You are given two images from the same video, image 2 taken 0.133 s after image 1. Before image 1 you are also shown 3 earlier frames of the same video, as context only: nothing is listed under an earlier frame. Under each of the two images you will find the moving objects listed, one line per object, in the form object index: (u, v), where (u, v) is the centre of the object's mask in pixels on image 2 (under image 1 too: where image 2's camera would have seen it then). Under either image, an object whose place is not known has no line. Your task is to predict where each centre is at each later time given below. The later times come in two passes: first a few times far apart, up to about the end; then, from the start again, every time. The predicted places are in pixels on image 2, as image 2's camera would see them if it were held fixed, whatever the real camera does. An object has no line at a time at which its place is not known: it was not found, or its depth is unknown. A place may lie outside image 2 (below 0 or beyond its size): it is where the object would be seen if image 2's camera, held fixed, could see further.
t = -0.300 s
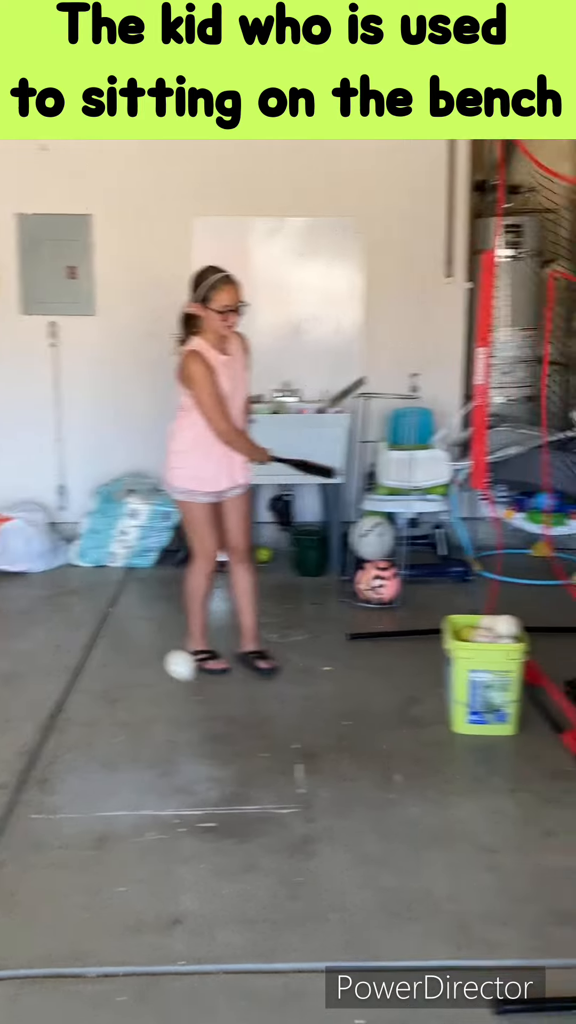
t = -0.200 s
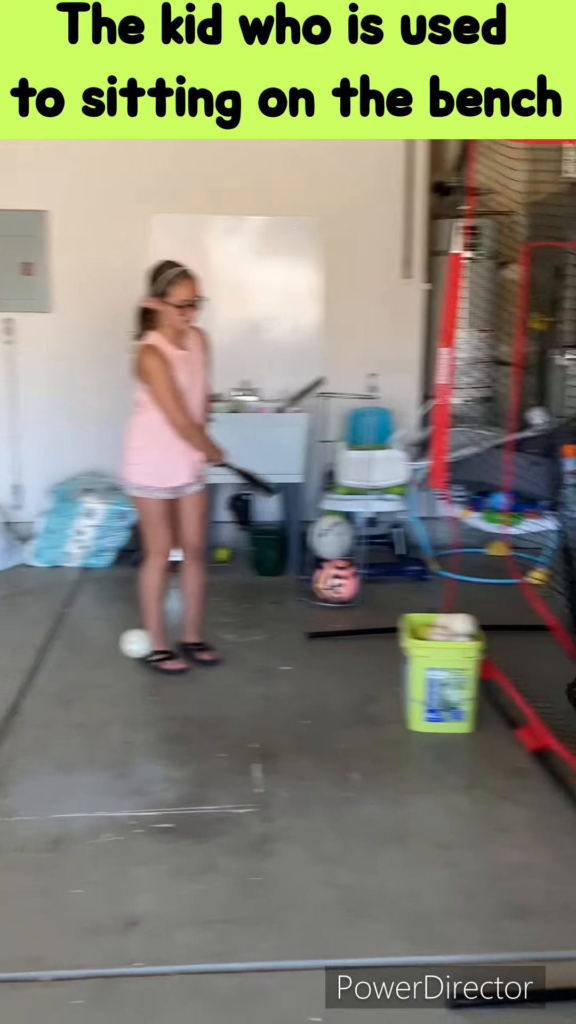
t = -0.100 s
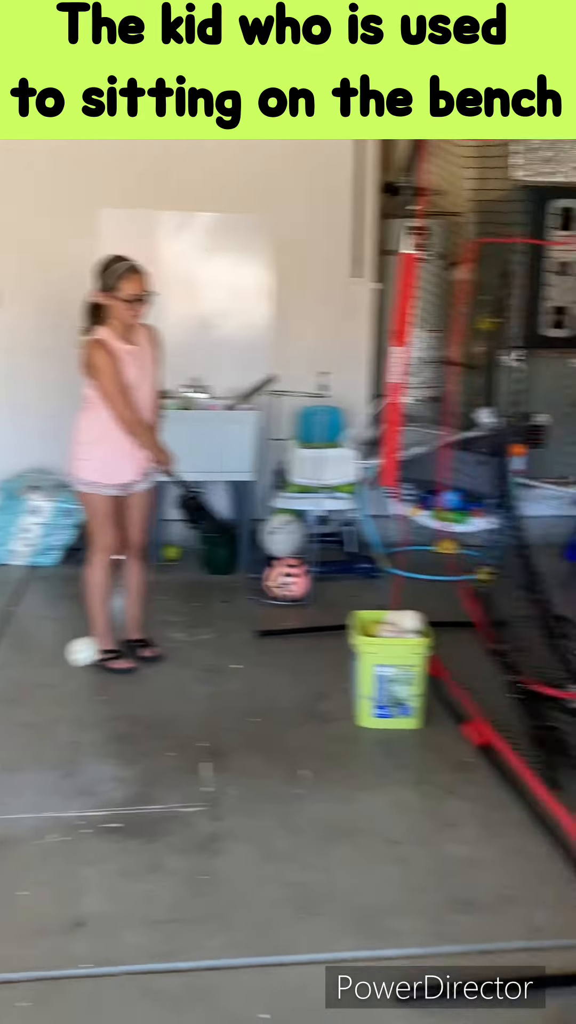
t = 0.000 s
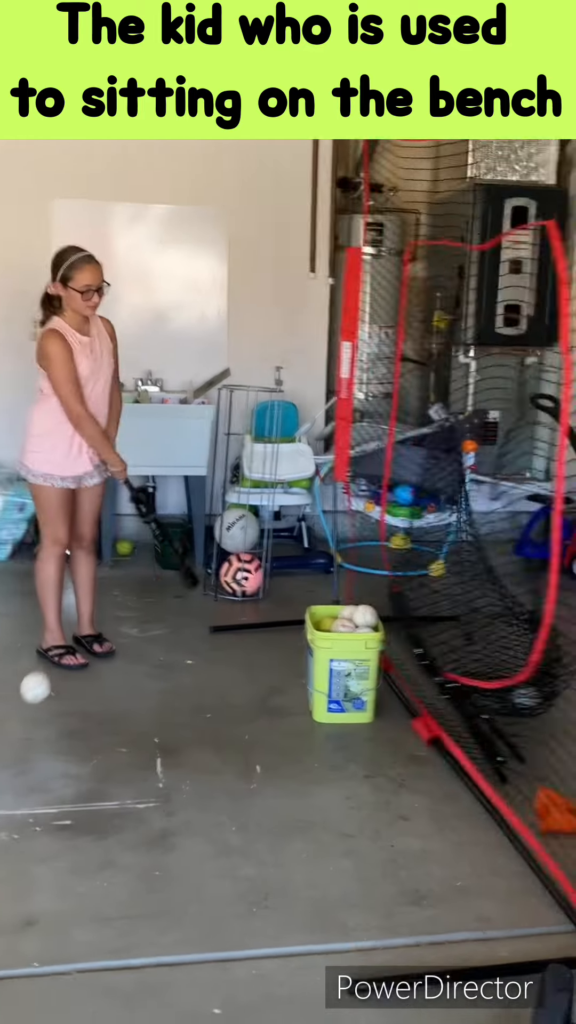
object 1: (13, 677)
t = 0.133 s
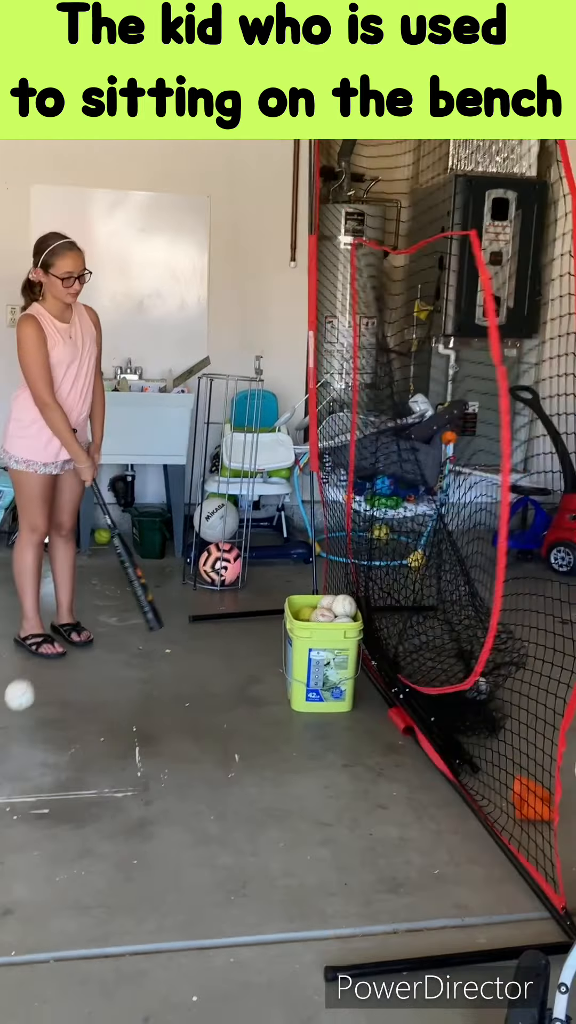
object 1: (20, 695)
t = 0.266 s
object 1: (32, 691)
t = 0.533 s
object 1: (51, 717)
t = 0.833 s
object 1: (68, 718)
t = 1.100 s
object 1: (84, 719)
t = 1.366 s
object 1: (98, 720)
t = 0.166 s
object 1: (22, 690)
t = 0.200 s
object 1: (28, 686)
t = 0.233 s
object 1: (28, 687)
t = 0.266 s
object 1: (32, 691)
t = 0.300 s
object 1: (34, 699)
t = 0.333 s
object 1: (38, 709)
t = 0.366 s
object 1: (42, 714)
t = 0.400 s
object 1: (44, 708)
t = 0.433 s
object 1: (46, 705)
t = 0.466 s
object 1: (48, 706)
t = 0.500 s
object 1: (49, 710)
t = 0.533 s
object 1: (51, 717)
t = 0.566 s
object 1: (53, 714)
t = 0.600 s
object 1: (55, 714)
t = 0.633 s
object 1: (57, 717)
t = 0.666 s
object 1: (59, 717)
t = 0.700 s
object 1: (61, 718)
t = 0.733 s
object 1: (63, 718)
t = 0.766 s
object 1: (64, 718)
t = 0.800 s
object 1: (66, 718)
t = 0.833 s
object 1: (68, 718)
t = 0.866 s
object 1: (70, 719)
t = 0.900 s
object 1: (72, 719)
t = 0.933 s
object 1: (74, 719)
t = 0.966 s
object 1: (76, 719)
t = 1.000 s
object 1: (78, 719)
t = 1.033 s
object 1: (80, 719)
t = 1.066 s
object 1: (82, 719)
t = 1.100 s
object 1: (84, 719)
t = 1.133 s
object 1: (86, 719)
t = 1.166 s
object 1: (87, 719)
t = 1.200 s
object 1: (89, 720)
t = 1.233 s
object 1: (90, 720)
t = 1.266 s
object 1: (92, 720)
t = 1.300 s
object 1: (94, 720)
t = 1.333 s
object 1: (96, 720)
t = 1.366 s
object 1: (98, 720)
